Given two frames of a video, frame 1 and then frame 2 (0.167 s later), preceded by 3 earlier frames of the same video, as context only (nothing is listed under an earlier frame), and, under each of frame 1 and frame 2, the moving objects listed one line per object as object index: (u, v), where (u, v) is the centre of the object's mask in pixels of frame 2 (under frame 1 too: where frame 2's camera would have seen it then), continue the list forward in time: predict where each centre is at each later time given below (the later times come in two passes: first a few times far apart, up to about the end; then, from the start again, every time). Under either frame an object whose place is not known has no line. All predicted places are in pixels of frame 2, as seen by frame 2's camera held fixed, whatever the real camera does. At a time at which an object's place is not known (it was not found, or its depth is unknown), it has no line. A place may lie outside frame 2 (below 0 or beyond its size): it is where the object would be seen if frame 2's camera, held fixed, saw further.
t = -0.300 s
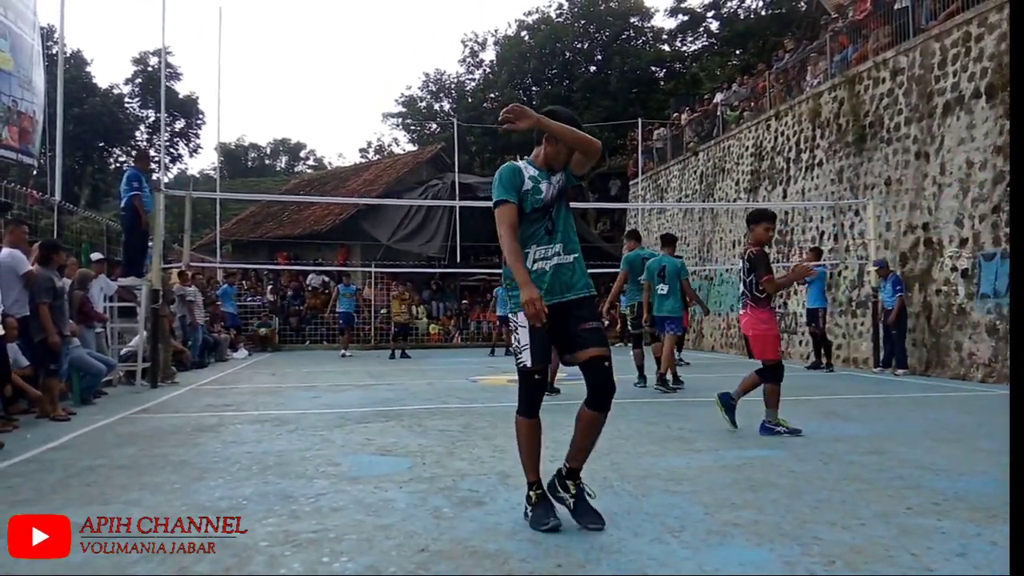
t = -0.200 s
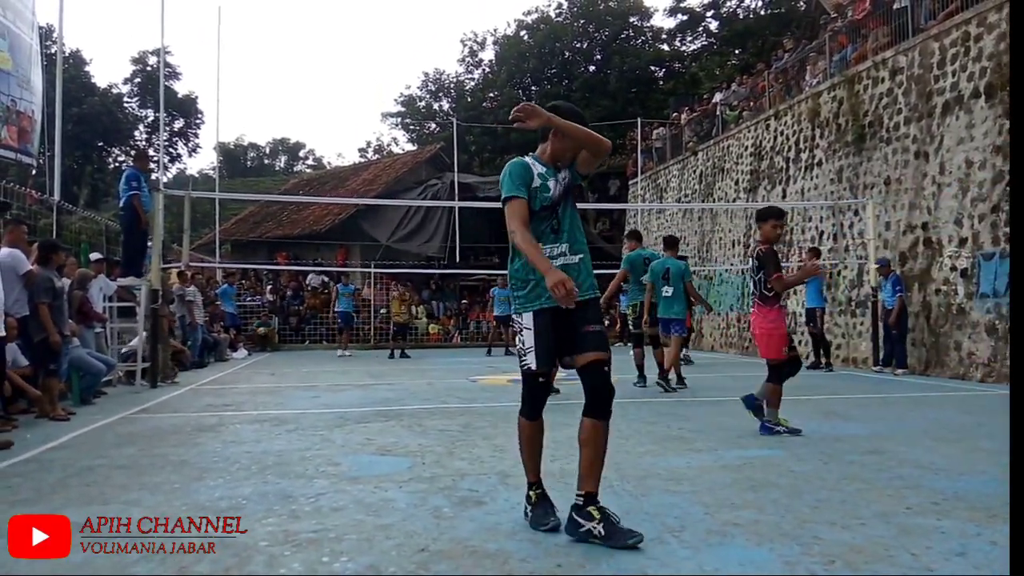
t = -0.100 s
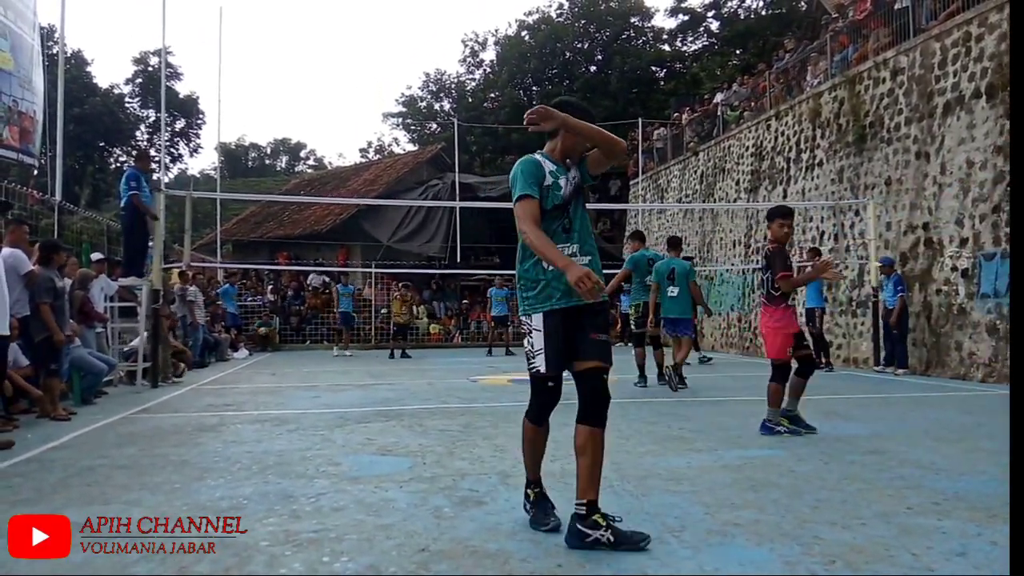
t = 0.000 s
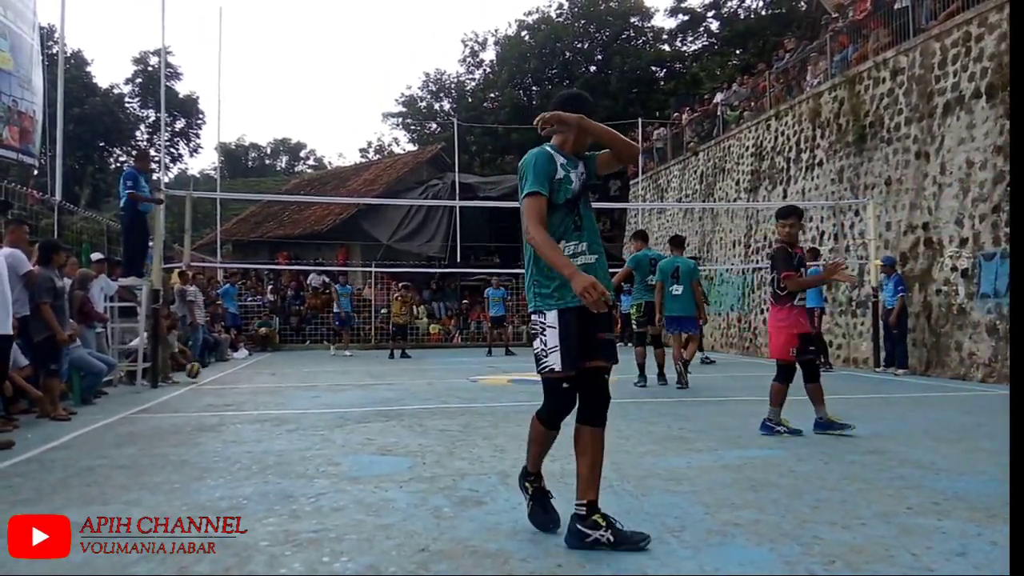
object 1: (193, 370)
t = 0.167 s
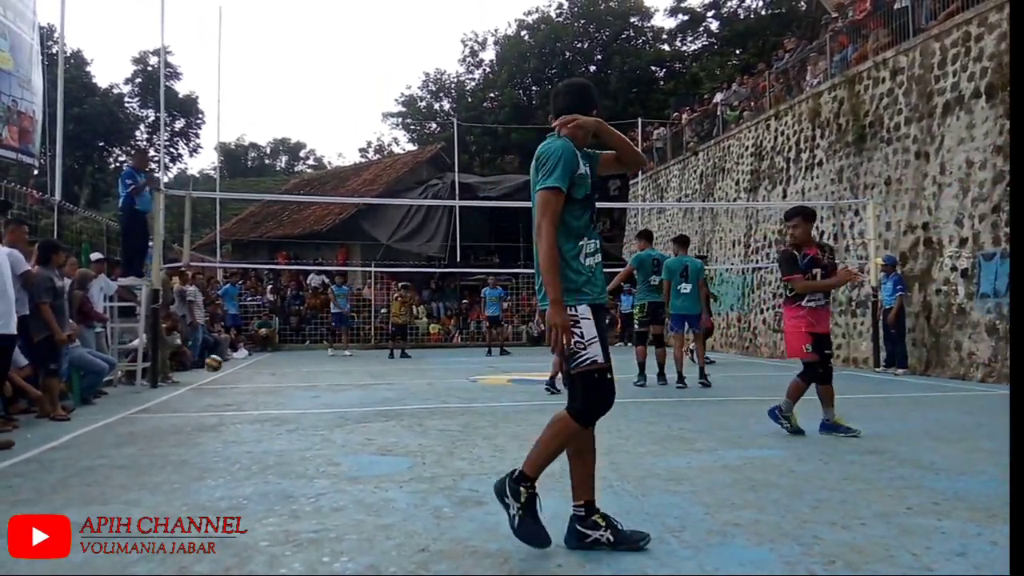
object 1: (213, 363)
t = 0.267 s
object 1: (226, 369)
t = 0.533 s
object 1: (256, 378)
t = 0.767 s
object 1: (279, 395)
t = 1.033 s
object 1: (311, 405)
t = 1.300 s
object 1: (346, 408)
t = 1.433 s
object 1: (368, 429)
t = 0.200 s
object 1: (218, 364)
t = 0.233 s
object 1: (222, 366)
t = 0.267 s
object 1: (226, 369)
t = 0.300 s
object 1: (231, 373)
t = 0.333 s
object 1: (236, 378)
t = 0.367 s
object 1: (241, 384)
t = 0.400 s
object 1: (245, 386)
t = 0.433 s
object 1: (247, 382)
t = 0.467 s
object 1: (250, 381)
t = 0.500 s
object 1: (253, 378)
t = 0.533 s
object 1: (256, 378)
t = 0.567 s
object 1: (259, 378)
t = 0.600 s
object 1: (262, 380)
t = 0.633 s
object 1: (265, 383)
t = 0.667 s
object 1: (269, 386)
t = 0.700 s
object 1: (272, 392)
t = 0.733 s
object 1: (275, 398)
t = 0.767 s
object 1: (279, 395)
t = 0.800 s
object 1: (283, 391)
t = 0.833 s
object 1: (286, 389)
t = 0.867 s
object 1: (290, 389)
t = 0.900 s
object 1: (294, 389)
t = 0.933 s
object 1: (298, 392)
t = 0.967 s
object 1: (302, 394)
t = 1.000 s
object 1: (306, 399)
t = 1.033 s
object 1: (311, 405)
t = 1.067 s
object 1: (315, 412)
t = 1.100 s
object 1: (320, 407)
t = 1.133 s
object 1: (324, 403)
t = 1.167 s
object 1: (328, 401)
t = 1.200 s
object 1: (332, 400)
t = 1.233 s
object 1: (336, 401)
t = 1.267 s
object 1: (341, 404)
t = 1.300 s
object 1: (346, 408)
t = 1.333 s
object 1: (351, 414)
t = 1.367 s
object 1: (357, 421)
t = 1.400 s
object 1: (362, 432)
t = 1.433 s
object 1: (368, 429)
